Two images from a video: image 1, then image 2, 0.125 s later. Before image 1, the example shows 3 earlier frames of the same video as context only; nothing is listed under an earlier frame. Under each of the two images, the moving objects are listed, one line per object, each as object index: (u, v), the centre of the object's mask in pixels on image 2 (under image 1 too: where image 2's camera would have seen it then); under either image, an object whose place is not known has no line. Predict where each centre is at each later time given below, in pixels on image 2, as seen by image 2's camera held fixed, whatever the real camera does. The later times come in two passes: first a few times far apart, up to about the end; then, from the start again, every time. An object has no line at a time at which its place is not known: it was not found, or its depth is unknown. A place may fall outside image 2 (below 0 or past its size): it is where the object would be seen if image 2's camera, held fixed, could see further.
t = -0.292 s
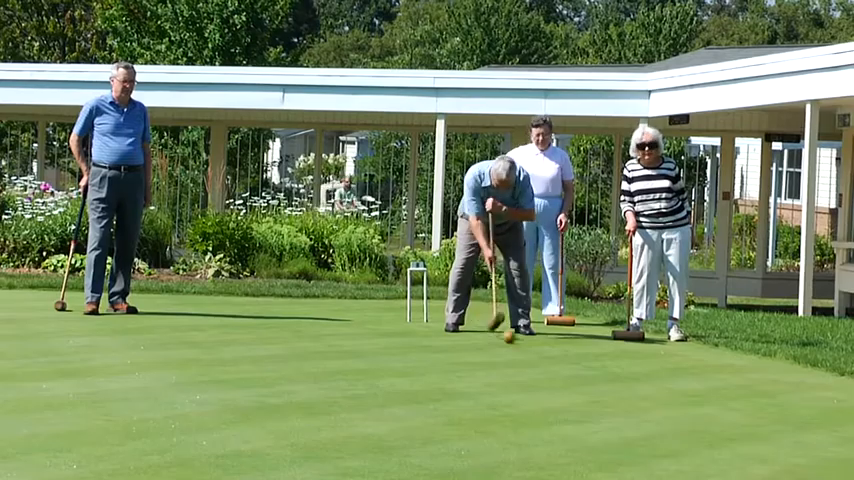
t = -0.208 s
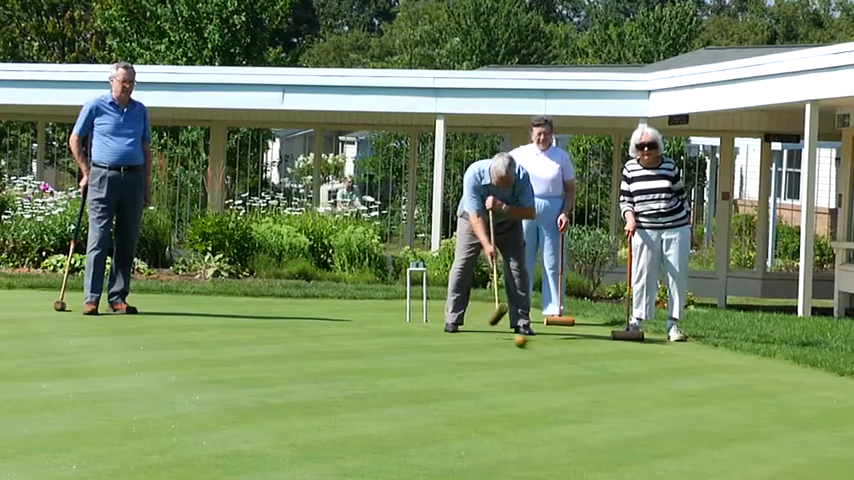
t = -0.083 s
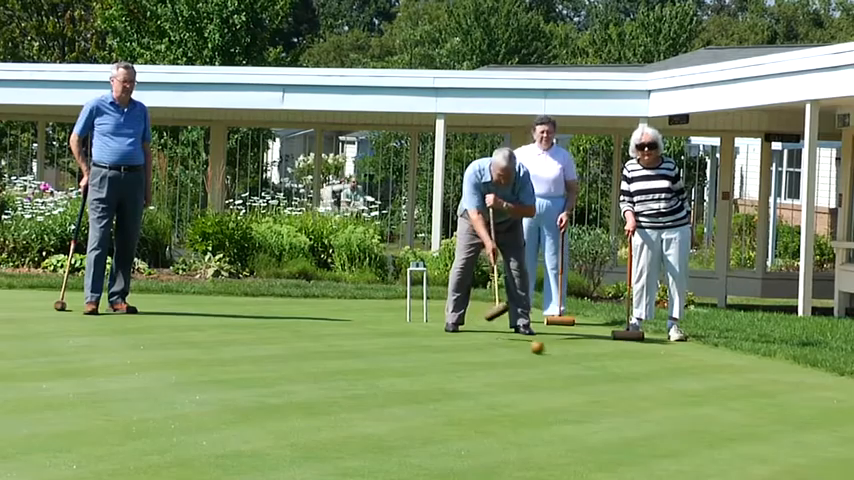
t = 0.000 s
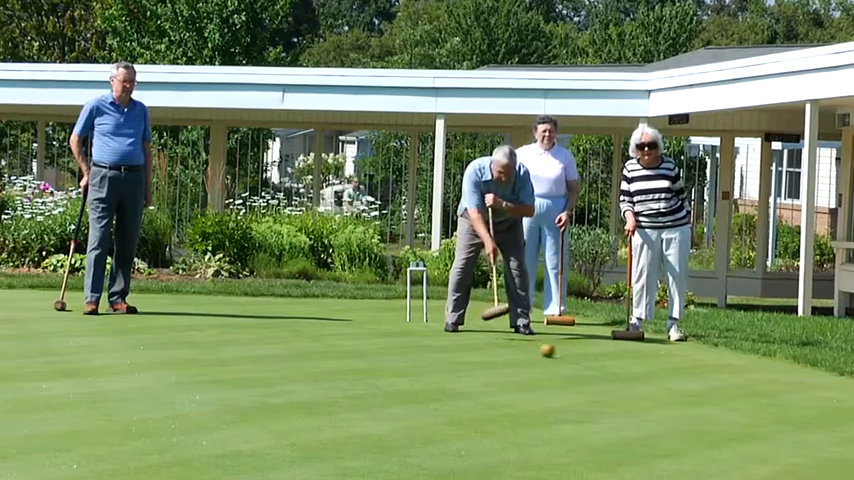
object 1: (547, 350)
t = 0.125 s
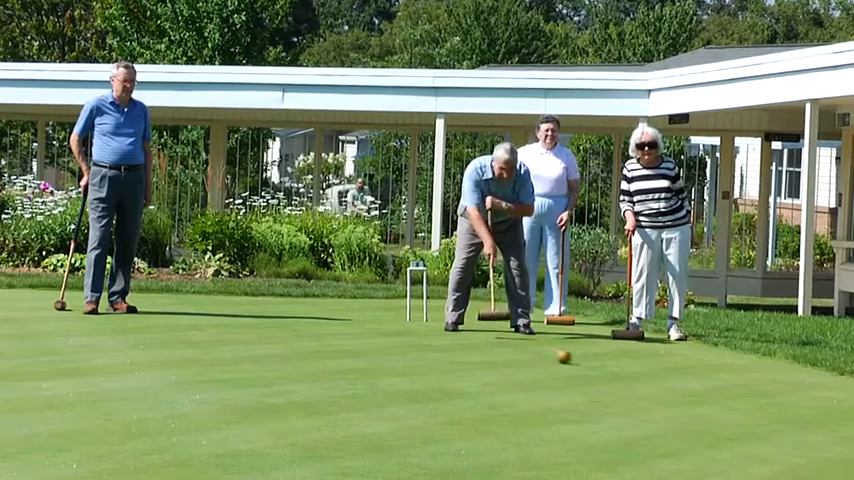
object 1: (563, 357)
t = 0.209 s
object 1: (574, 360)
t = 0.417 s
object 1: (604, 369)
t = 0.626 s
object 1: (634, 381)
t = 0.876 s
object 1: (674, 395)
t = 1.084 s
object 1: (710, 408)
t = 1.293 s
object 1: (748, 422)
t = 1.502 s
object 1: (789, 436)
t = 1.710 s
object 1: (832, 451)
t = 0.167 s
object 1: (569, 359)
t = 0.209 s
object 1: (574, 360)
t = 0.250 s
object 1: (580, 362)
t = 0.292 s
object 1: (586, 364)
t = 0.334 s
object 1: (591, 366)
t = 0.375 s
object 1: (598, 368)
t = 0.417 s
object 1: (604, 369)
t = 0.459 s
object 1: (610, 371)
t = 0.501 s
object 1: (616, 374)
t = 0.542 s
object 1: (622, 376)
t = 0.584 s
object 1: (628, 378)
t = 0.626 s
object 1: (634, 381)
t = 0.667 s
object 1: (641, 383)
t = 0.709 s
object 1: (647, 385)
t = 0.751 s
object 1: (654, 388)
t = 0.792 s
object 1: (660, 390)
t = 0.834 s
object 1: (666, 392)
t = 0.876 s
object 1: (674, 395)
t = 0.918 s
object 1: (680, 398)
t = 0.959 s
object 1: (688, 400)
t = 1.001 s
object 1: (695, 402)
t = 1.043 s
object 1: (703, 405)
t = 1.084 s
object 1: (710, 408)
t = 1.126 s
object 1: (718, 410)
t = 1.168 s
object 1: (725, 413)
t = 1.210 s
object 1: (733, 416)
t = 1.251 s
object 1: (740, 418)
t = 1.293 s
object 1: (748, 422)
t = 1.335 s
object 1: (756, 424)
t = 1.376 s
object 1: (764, 427)
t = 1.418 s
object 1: (772, 430)
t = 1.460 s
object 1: (780, 433)
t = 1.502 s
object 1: (789, 436)
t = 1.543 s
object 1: (797, 439)
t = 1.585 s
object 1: (806, 442)
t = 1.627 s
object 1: (814, 446)
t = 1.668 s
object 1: (823, 449)
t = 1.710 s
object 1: (832, 451)
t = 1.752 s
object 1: (840, 454)
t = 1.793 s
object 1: (847, 458)
